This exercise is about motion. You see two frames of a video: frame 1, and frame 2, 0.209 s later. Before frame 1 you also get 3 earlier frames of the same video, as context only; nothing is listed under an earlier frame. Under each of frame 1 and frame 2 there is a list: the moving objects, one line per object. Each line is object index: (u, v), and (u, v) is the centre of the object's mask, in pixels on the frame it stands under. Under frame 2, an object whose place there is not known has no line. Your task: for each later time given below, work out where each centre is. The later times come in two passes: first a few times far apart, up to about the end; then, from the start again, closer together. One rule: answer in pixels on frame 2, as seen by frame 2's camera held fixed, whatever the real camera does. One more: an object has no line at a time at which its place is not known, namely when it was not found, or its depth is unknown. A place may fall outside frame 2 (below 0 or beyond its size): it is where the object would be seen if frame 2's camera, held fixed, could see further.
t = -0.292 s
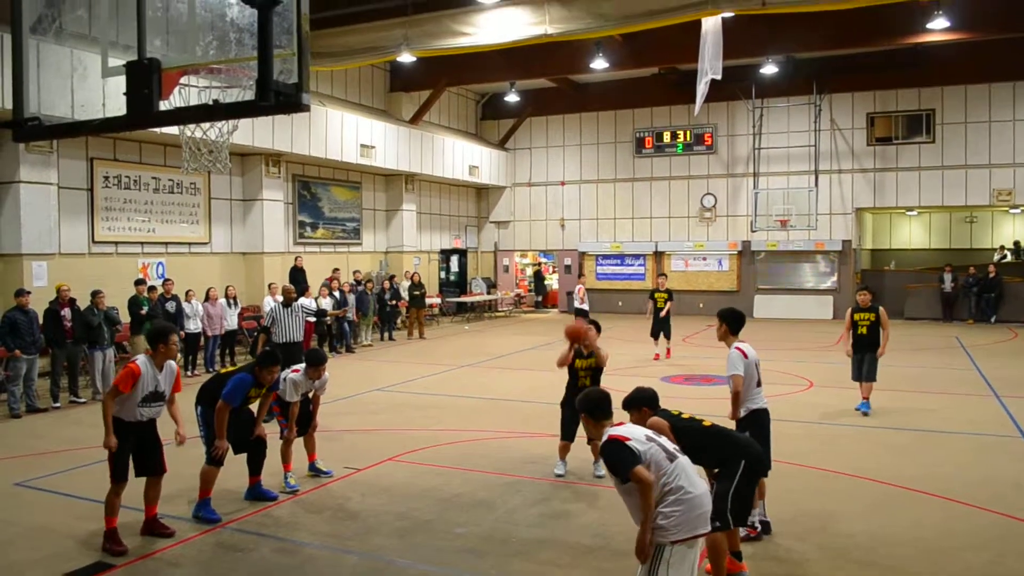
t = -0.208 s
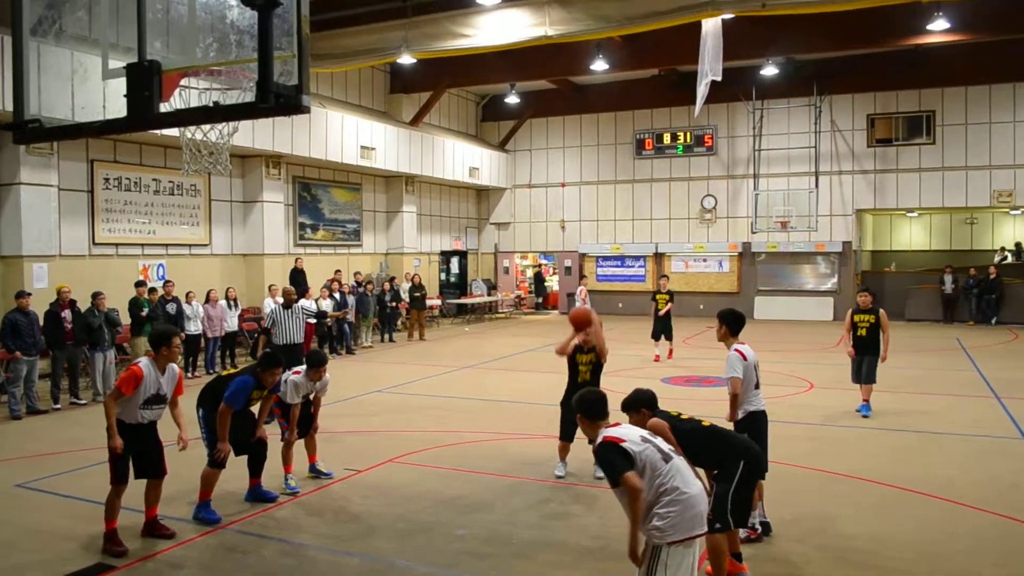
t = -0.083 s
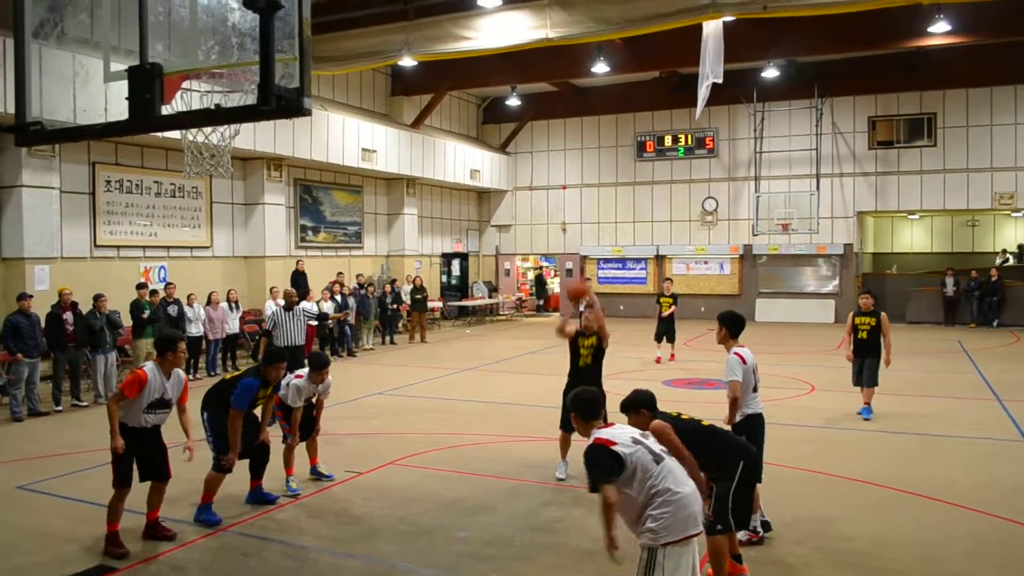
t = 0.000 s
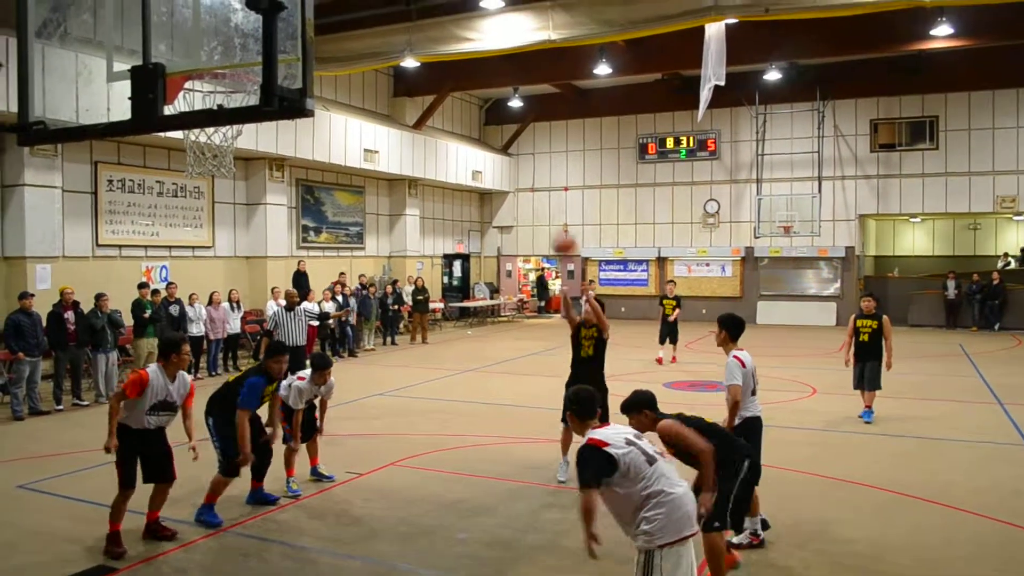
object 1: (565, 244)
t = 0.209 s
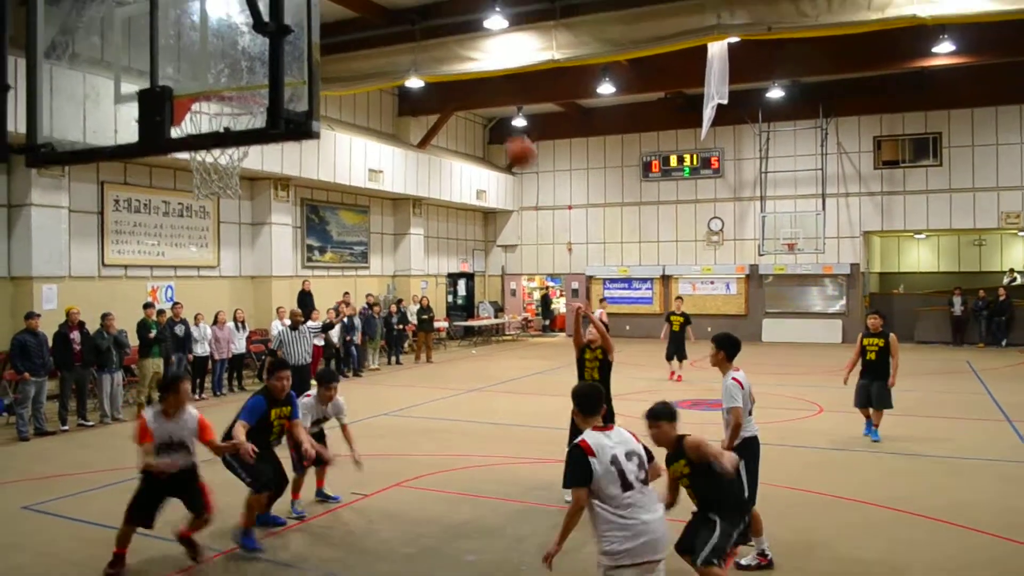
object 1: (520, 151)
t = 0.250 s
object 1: (509, 133)
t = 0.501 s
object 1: (433, 46)
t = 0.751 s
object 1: (335, 33)
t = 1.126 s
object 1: (197, 188)
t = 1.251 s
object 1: (209, 267)
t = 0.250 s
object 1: (509, 133)
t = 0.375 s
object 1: (477, 82)
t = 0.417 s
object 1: (462, 69)
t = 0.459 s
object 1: (447, 56)
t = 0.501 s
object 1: (433, 46)
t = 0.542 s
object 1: (418, 38)
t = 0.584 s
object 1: (404, 31)
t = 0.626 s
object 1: (389, 26)
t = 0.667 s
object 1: (370, 26)
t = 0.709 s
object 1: (352, 28)
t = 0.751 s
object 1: (335, 33)
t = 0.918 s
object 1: (234, 77)
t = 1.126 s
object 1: (197, 188)
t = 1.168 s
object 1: (201, 210)
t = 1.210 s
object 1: (204, 237)
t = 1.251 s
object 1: (209, 267)
